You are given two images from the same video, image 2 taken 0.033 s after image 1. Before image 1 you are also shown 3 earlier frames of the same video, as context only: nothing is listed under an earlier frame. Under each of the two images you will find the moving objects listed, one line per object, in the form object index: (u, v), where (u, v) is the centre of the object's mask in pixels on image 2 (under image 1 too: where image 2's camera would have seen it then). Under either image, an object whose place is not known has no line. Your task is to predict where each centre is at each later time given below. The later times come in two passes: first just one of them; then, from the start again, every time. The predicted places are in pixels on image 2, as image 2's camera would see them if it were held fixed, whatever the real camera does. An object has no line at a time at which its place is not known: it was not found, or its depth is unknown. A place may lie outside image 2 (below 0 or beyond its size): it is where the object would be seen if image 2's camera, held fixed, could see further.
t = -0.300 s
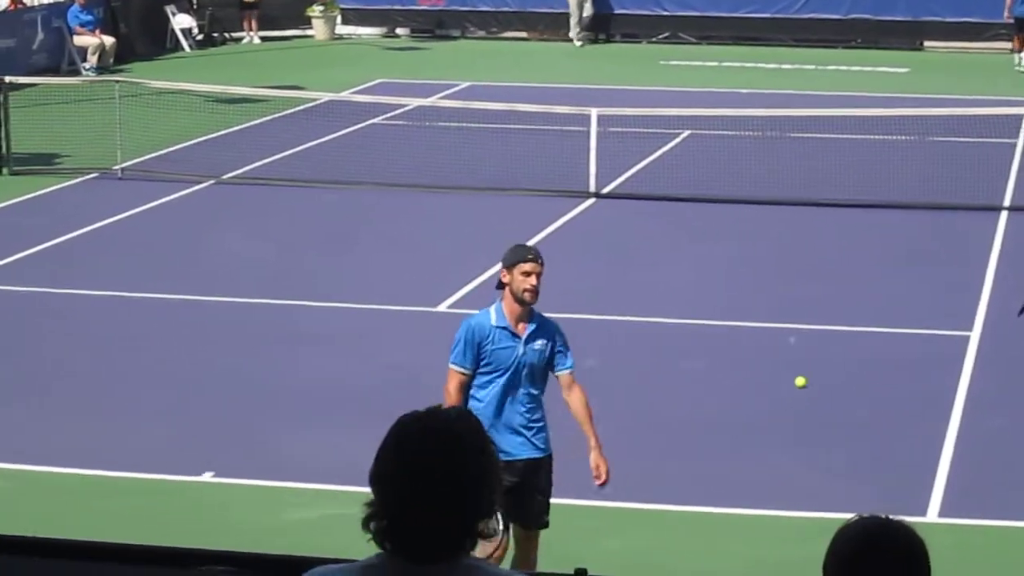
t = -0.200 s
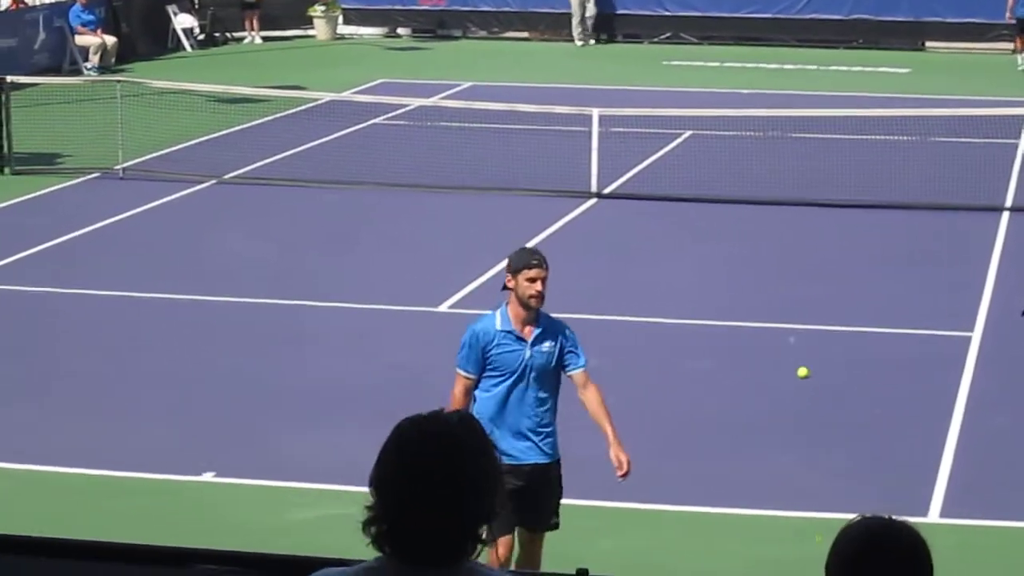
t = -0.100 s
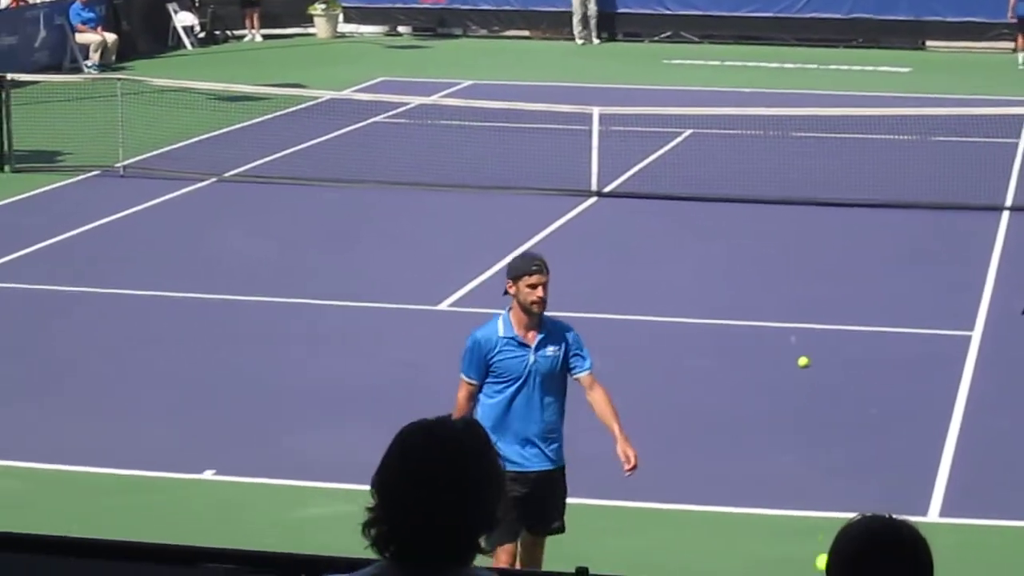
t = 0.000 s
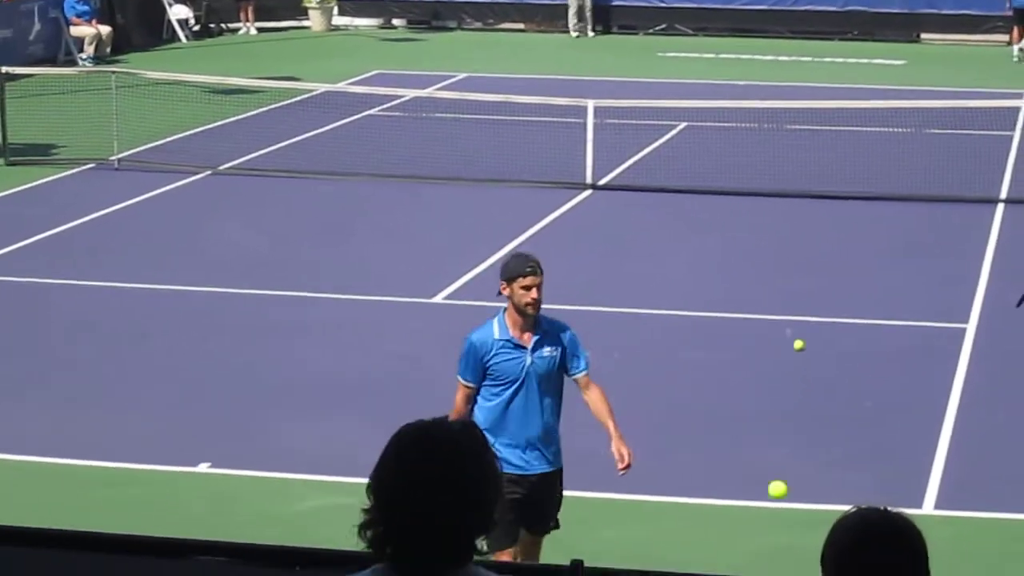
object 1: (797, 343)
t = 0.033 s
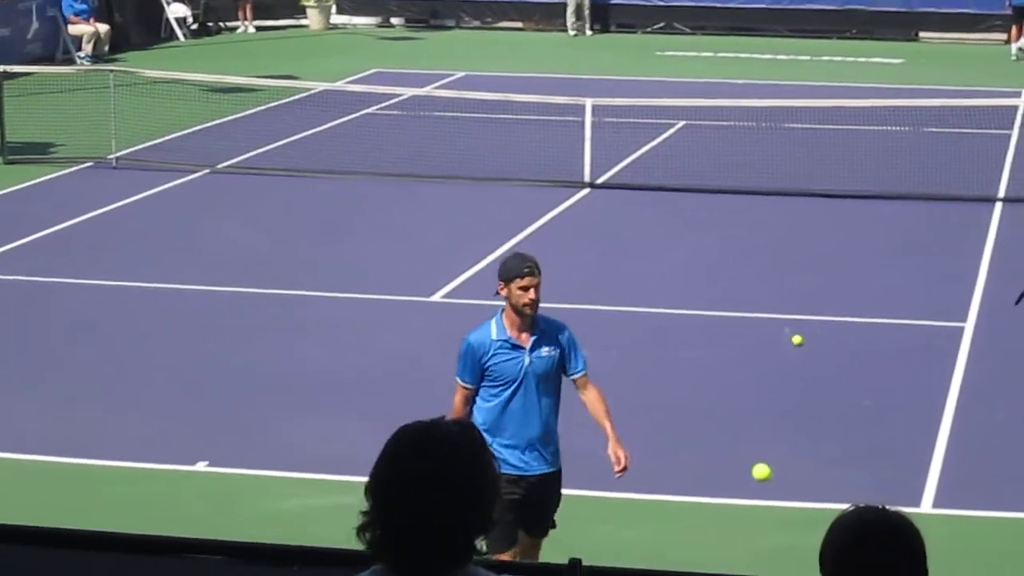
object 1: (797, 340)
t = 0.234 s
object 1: (799, 324)
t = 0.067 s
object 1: (797, 338)
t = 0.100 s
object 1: (798, 334)
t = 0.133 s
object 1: (798, 332)
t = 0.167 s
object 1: (798, 329)
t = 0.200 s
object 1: (798, 327)
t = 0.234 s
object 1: (799, 324)
